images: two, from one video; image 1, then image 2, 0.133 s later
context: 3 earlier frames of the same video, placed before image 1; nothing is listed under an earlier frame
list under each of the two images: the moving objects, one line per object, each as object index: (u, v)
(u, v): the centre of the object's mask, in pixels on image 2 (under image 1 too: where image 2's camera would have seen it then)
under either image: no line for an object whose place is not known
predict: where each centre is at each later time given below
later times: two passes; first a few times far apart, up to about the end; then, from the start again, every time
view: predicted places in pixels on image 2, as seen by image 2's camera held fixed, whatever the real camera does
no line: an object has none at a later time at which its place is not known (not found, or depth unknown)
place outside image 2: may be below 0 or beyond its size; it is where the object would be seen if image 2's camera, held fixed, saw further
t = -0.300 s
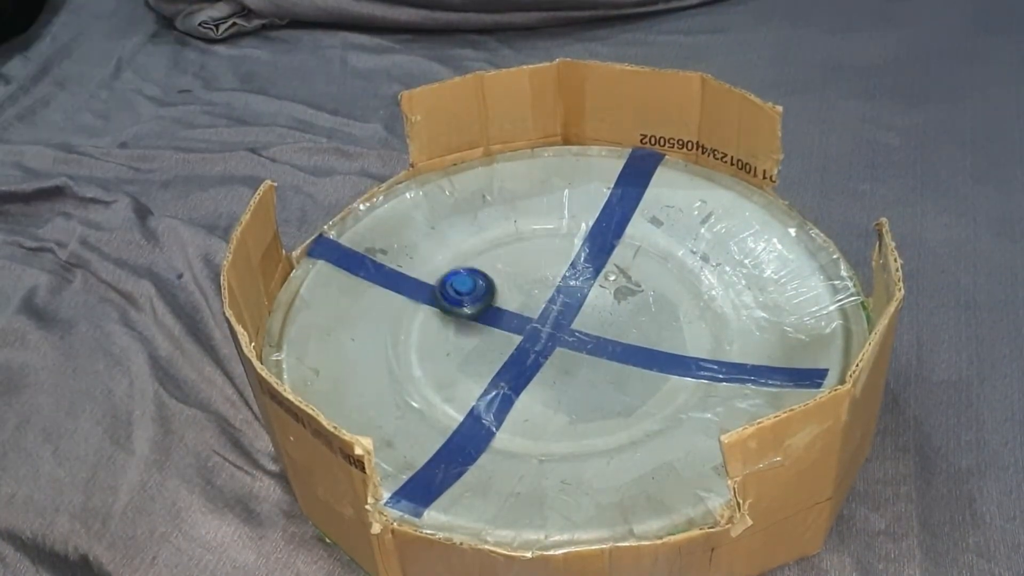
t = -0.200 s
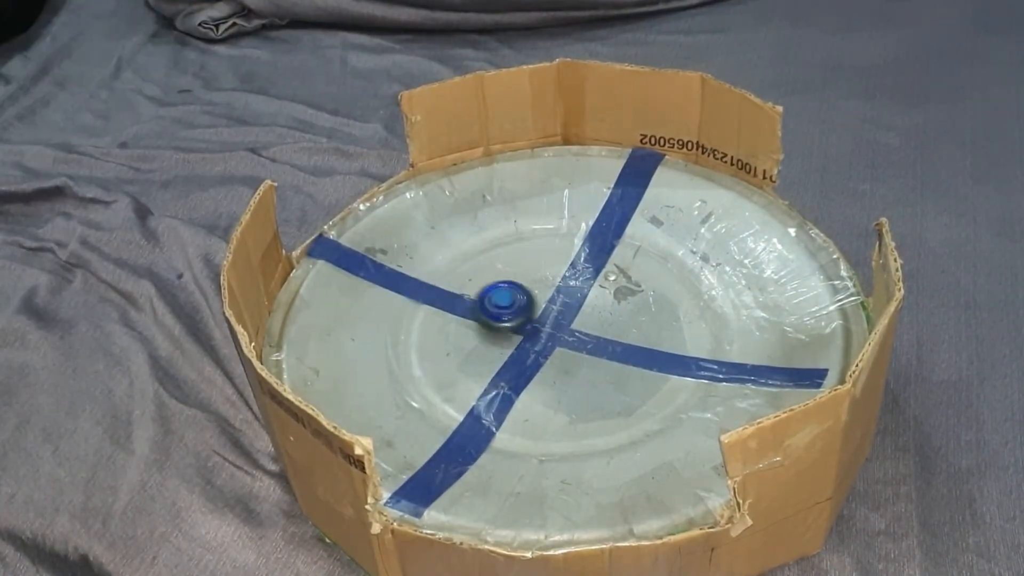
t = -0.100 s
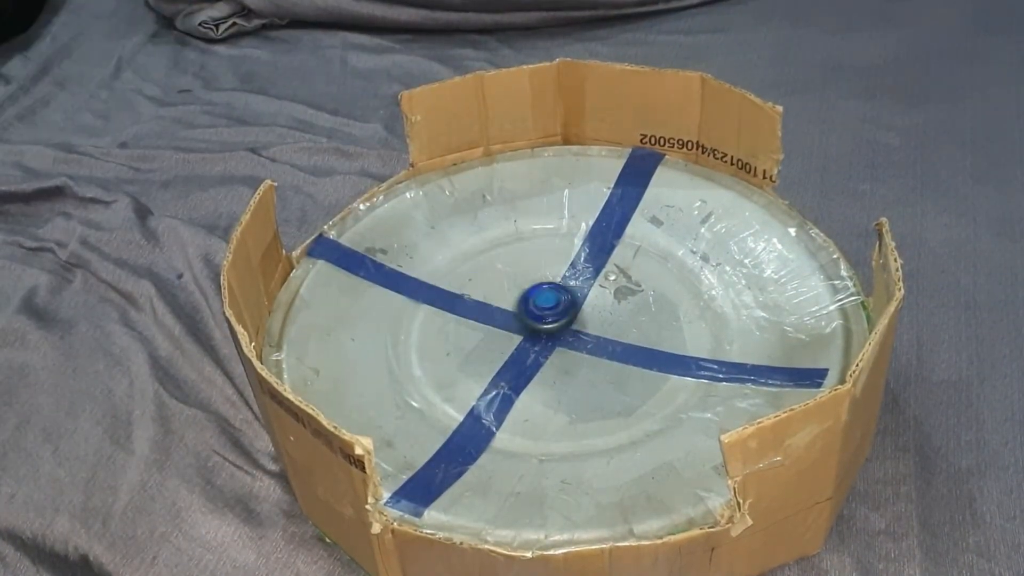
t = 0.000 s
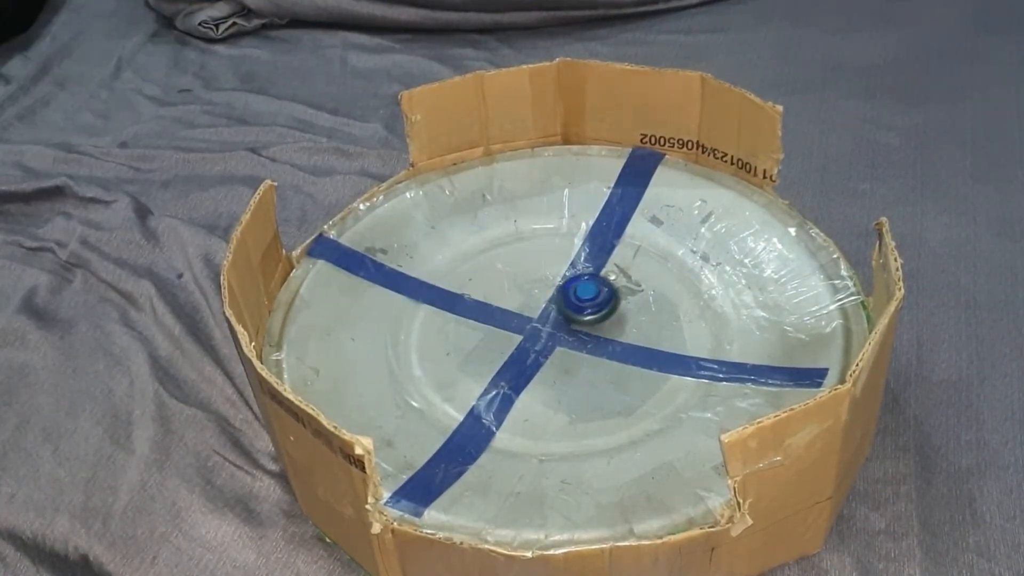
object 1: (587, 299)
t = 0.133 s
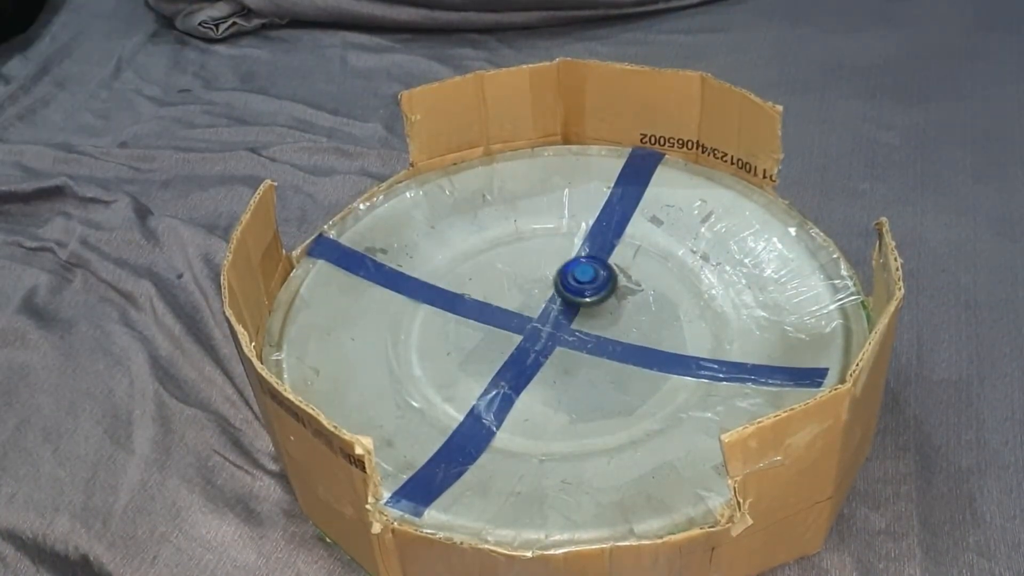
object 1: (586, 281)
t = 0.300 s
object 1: (565, 272)
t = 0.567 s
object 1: (575, 241)
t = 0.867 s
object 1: (527, 299)
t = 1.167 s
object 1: (600, 366)
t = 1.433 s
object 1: (689, 359)
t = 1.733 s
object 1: (627, 315)
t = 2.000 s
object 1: (562, 357)
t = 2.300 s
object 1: (609, 411)
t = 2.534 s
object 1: (623, 352)
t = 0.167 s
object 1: (579, 278)
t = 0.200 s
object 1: (572, 274)
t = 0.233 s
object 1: (565, 273)
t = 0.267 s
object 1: (562, 272)
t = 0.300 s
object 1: (565, 272)
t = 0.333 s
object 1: (570, 270)
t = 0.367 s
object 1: (574, 265)
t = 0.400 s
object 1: (577, 260)
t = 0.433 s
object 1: (579, 255)
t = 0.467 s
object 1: (581, 250)
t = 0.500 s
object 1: (581, 247)
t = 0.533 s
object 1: (578, 243)
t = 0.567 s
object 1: (575, 241)
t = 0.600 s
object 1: (569, 241)
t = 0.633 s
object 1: (563, 244)
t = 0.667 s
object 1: (556, 249)
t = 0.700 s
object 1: (550, 256)
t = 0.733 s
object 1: (543, 265)
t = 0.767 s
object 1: (538, 274)
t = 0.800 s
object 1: (533, 282)
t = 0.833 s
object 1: (530, 291)
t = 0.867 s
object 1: (527, 299)
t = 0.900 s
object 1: (528, 308)
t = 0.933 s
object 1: (531, 314)
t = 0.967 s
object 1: (537, 322)
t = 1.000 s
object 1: (544, 328)
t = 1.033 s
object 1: (554, 335)
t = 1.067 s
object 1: (563, 343)
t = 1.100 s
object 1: (576, 350)
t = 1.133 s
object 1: (588, 357)
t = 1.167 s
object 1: (600, 366)
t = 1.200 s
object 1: (613, 371)
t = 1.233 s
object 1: (625, 378)
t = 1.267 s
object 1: (638, 385)
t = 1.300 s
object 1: (651, 387)
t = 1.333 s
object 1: (664, 385)
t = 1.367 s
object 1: (676, 378)
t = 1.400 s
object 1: (685, 370)
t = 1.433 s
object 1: (689, 359)
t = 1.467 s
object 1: (690, 350)
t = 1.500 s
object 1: (688, 339)
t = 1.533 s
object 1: (683, 329)
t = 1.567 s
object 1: (676, 321)
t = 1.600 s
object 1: (668, 316)
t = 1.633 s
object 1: (661, 313)
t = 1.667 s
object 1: (652, 312)
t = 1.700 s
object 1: (640, 313)
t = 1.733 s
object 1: (627, 315)
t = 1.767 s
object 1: (612, 319)
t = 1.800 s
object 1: (598, 322)
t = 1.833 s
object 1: (585, 325)
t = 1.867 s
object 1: (574, 329)
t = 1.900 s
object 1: (563, 335)
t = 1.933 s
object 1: (559, 342)
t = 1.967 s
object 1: (559, 350)
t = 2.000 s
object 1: (562, 357)
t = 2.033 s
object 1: (567, 366)
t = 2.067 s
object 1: (573, 375)
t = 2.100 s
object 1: (577, 384)
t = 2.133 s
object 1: (579, 394)
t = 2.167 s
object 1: (578, 403)
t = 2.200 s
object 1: (580, 411)
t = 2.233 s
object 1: (586, 416)
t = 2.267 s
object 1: (596, 415)
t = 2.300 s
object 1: (609, 411)
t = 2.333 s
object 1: (622, 405)
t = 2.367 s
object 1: (634, 397)
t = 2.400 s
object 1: (642, 387)
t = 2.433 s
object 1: (643, 376)
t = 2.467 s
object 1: (638, 368)
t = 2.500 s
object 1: (632, 359)
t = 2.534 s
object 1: (623, 352)
